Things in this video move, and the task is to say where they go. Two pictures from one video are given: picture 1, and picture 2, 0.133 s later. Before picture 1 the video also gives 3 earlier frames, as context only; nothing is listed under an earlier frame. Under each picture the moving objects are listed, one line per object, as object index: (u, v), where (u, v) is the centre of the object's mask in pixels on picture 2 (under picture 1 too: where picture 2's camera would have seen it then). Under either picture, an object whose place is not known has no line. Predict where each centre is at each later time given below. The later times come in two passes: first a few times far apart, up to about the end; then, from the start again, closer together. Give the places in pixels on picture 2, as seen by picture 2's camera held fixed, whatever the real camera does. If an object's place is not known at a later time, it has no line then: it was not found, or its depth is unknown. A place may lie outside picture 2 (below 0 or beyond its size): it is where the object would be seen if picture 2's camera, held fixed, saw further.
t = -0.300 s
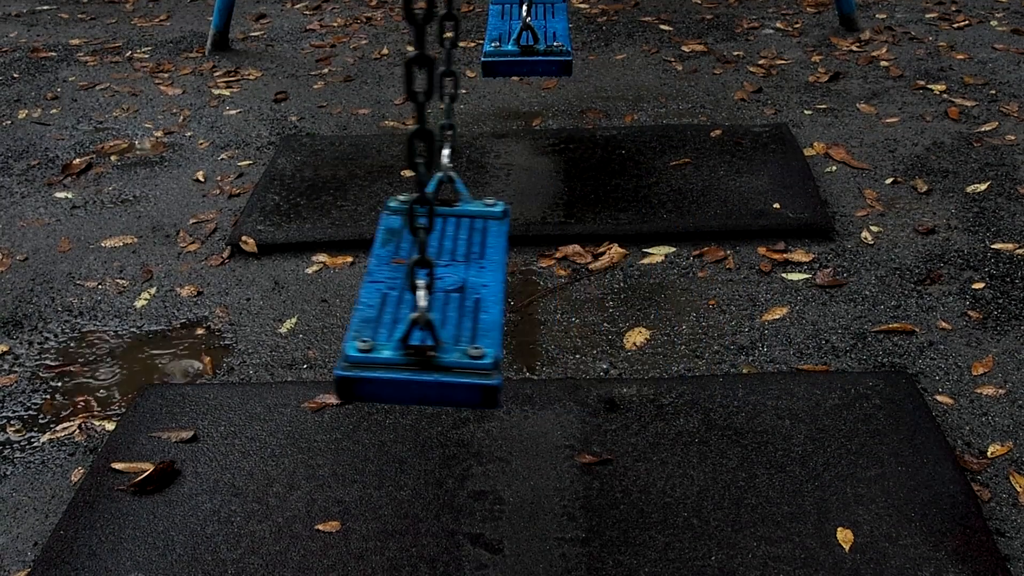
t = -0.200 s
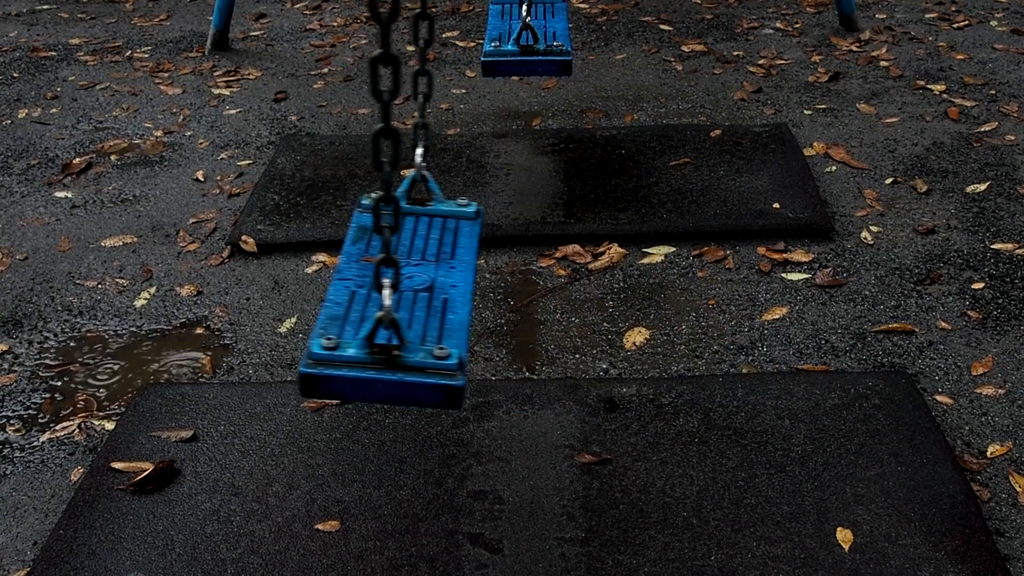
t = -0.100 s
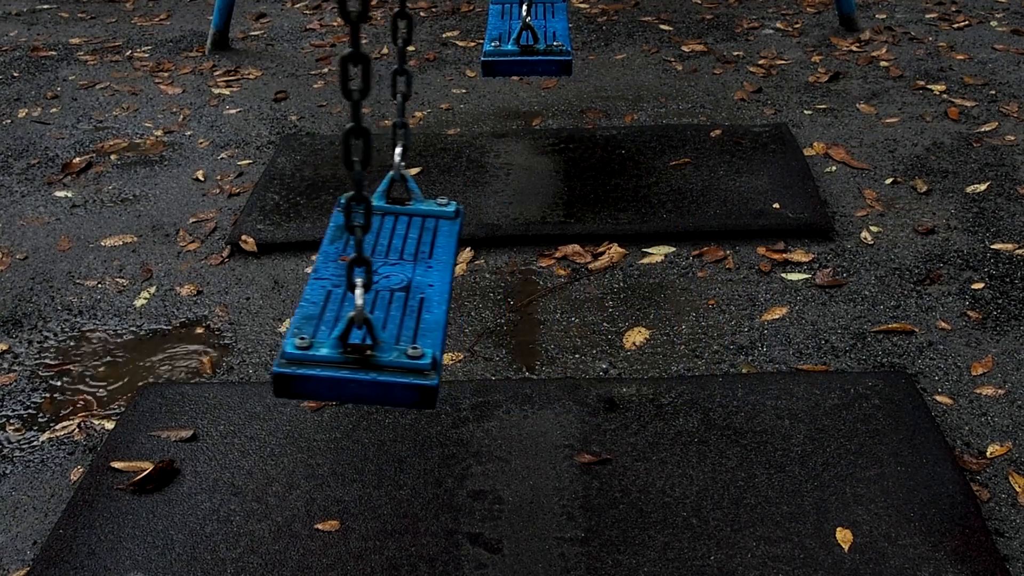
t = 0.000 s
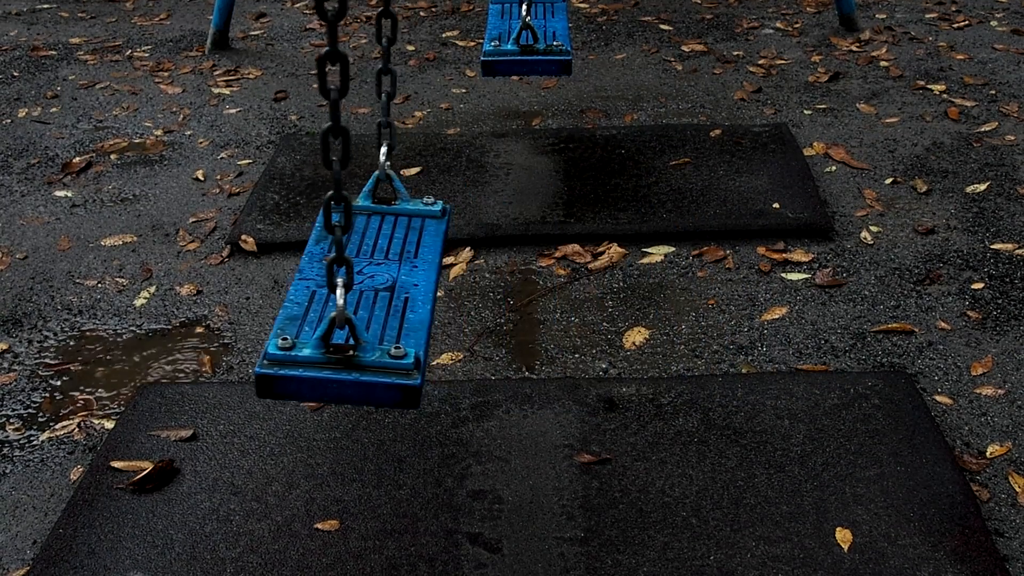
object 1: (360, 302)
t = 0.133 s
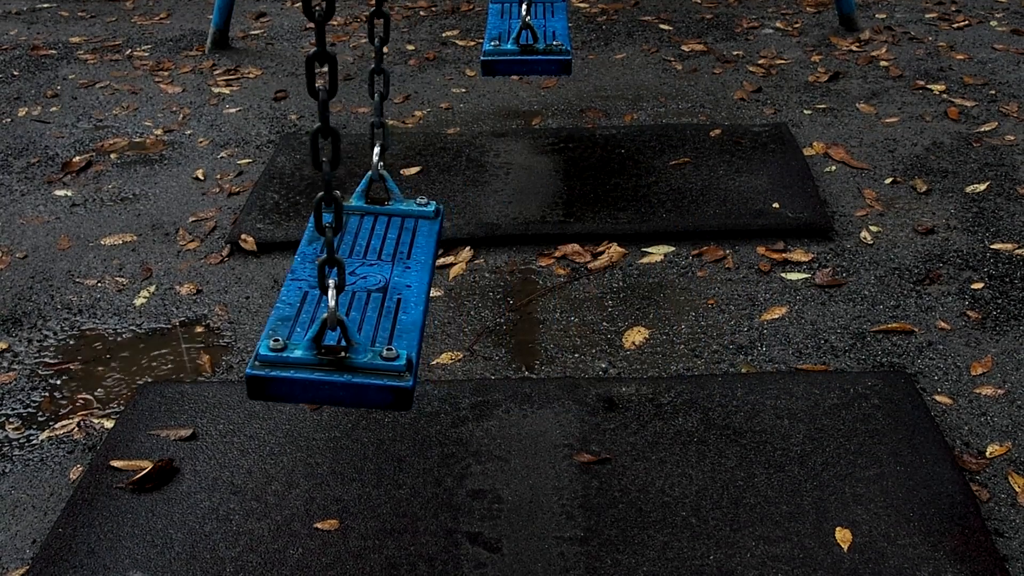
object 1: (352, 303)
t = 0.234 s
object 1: (356, 306)
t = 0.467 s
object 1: (399, 311)
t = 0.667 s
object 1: (471, 316)
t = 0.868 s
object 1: (556, 316)
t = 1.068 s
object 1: (629, 311)
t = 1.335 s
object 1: (687, 303)
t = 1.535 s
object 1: (692, 296)
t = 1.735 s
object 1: (658, 297)
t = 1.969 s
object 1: (578, 303)
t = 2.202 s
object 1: (486, 306)
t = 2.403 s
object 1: (417, 304)
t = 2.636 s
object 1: (361, 305)
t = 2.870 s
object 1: (352, 309)
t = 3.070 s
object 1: (391, 314)
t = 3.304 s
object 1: (469, 316)
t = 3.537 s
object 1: (559, 313)
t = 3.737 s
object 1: (631, 306)
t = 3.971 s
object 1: (686, 297)
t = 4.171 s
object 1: (689, 294)
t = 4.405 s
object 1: (645, 298)
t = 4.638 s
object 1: (570, 302)
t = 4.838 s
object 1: (491, 306)
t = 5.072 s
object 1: (405, 308)
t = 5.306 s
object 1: (357, 310)
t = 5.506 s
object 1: (357, 312)
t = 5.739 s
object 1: (399, 315)
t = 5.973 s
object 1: (476, 315)
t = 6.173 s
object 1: (557, 310)
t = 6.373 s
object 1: (631, 306)
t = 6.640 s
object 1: (682, 294)
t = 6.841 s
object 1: (682, 293)
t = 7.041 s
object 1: (649, 298)
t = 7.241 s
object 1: (584, 304)
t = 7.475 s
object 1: (491, 311)
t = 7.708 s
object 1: (410, 312)
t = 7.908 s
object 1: (367, 313)
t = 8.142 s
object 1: (355, 313)
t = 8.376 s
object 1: (396, 313)
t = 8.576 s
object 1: (463, 312)
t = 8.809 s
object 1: (553, 308)
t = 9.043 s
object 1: (631, 301)
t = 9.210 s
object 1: (670, 294)
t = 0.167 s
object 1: (353, 304)
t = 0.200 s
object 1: (354, 305)
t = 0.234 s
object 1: (356, 306)
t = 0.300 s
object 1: (363, 307)
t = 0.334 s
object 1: (368, 308)
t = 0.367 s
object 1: (374, 309)
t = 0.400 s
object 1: (382, 310)
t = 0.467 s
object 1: (399, 311)
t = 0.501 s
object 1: (409, 312)
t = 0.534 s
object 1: (420, 313)
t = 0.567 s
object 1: (431, 314)
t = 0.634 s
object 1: (458, 315)
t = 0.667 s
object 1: (471, 316)
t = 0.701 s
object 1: (485, 316)
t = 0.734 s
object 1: (499, 318)
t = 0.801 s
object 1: (528, 317)
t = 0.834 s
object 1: (542, 316)
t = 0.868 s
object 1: (556, 316)
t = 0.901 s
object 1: (569, 314)
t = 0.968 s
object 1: (595, 313)
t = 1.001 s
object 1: (607, 312)
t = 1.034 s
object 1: (618, 311)
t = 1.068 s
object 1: (629, 311)
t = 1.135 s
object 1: (648, 309)
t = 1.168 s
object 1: (656, 308)
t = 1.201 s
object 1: (664, 305)
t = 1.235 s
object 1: (671, 304)
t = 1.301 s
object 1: (682, 301)
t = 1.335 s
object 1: (687, 303)
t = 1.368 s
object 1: (690, 300)
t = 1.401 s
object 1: (692, 299)
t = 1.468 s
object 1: (694, 297)
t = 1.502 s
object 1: (694, 297)
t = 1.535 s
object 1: (692, 296)
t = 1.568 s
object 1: (690, 296)
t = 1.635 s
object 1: (681, 296)
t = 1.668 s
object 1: (675, 299)
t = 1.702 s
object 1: (667, 296)
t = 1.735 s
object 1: (658, 297)
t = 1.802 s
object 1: (639, 302)
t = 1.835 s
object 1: (628, 302)
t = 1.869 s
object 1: (616, 303)
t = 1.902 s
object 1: (604, 303)
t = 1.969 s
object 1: (578, 303)
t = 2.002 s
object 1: (565, 302)
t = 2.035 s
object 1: (551, 302)
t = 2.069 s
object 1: (538, 302)
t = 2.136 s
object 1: (512, 304)
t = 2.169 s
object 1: (498, 305)
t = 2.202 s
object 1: (486, 306)
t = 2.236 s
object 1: (473, 303)
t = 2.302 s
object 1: (450, 304)
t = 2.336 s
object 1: (439, 304)
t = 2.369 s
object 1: (428, 304)
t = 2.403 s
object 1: (417, 304)
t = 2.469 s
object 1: (398, 304)
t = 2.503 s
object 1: (389, 304)
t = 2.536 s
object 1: (381, 305)
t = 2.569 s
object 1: (373, 305)
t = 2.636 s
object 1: (361, 305)
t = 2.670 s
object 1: (356, 305)
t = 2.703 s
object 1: (353, 306)
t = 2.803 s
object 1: (349, 307)
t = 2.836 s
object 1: (350, 308)
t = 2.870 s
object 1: (352, 309)
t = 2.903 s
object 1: (356, 309)
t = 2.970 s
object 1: (367, 311)
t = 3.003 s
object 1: (374, 312)
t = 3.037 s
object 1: (382, 313)
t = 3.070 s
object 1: (391, 314)
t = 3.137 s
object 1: (411, 314)
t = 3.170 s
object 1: (422, 315)
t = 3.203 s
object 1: (433, 315)
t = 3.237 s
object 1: (445, 315)
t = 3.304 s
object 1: (469, 316)
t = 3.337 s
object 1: (482, 316)
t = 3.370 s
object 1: (495, 316)
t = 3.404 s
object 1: (507, 316)
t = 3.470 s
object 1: (533, 315)
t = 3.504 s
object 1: (546, 314)
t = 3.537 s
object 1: (559, 313)
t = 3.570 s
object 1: (572, 312)
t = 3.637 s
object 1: (597, 311)
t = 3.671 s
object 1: (609, 311)
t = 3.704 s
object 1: (621, 311)
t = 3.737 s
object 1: (631, 306)
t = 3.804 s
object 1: (652, 305)
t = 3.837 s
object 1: (661, 303)
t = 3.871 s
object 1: (668, 300)
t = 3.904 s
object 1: (675, 299)
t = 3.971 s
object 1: (686, 297)
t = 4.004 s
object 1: (690, 299)
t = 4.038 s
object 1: (691, 295)
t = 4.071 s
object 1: (692, 294)
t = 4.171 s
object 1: (689, 294)
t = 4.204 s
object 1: (685, 296)
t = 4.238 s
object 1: (680, 294)
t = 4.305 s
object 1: (668, 296)
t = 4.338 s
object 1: (661, 295)
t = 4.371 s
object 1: (653, 296)
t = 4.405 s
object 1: (645, 298)
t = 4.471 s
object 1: (626, 301)
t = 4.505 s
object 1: (615, 301)
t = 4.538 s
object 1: (605, 302)
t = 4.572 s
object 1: (593, 301)
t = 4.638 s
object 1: (570, 302)
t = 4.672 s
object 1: (557, 302)
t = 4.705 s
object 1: (544, 304)
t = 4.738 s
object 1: (531, 305)
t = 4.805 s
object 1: (505, 307)
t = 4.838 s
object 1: (491, 306)
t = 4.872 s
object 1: (478, 306)
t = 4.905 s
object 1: (465, 306)
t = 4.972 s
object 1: (440, 307)
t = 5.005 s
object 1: (427, 307)
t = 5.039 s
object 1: (416, 308)
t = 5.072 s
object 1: (405, 308)
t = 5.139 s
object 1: (386, 308)
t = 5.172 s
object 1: (378, 309)
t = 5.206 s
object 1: (371, 308)
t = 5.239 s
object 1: (365, 309)
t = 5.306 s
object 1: (357, 310)
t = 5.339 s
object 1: (354, 310)
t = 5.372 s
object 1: (353, 310)
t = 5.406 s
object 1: (353, 311)
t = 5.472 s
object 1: (355, 311)
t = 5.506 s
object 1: (357, 312)
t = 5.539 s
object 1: (360, 313)
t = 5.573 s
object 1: (365, 313)
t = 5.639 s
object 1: (376, 314)
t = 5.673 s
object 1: (383, 315)
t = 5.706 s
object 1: (390, 315)
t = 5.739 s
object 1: (399, 315)
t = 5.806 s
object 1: (417, 315)
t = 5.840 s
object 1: (428, 315)
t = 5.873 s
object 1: (439, 315)
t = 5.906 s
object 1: (451, 315)
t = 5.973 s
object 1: (476, 315)
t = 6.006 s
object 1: (489, 315)
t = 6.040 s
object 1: (503, 315)
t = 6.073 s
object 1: (516, 315)
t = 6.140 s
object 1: (544, 311)
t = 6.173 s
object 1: (557, 310)
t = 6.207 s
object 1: (571, 309)
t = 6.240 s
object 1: (584, 308)
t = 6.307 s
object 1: (609, 308)
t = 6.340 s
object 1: (620, 305)
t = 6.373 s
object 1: (631, 306)
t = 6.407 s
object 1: (640, 304)
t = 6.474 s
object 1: (657, 301)
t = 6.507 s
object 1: (664, 300)
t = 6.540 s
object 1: (670, 299)
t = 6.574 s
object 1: (674, 296)
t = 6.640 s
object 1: (682, 294)
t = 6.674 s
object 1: (684, 296)
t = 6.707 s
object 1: (685, 295)
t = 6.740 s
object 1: (686, 295)
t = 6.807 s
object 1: (684, 295)
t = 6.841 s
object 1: (682, 293)
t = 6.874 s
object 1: (679, 295)
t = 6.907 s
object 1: (675, 293)
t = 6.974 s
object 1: (664, 296)
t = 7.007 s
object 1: (657, 297)
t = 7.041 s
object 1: (649, 298)
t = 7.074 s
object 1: (640, 299)
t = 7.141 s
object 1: (620, 301)
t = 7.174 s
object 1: (609, 302)
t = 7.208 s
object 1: (597, 303)
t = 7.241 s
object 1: (584, 304)
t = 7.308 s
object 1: (558, 305)
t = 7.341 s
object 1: (545, 306)
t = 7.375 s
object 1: (531, 307)
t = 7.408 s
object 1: (518, 308)
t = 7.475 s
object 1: (491, 311)
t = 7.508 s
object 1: (478, 311)
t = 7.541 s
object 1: (466, 310)
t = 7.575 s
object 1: (454, 310)
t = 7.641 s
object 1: (431, 311)
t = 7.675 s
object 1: (420, 311)
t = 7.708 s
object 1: (410, 312)
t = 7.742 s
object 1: (401, 312)
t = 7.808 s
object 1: (386, 312)
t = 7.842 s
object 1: (379, 312)
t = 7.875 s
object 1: (373, 312)
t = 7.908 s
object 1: (367, 313)
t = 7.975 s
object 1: (359, 313)
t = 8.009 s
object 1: (356, 313)
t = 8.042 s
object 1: (355, 313)
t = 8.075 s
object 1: (354, 313)
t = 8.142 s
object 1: (355, 313)
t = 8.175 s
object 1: (358, 313)
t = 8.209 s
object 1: (361, 315)
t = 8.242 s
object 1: (366, 313)
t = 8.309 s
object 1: (379, 314)
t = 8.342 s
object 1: (387, 314)
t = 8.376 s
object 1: (396, 313)
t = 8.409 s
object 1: (406, 314)
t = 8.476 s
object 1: (427, 313)
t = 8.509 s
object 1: (439, 313)
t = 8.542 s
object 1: (452, 313)
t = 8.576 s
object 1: (463, 312)
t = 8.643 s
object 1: (490, 311)
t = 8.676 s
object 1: (503, 312)
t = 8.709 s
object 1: (515, 310)
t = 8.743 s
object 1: (529, 311)
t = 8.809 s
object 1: (553, 308)
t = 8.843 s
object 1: (565, 306)
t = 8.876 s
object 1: (577, 305)
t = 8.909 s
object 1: (589, 307)
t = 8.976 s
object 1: (611, 303)
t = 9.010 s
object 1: (621, 302)
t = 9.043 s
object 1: (631, 301)
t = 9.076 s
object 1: (640, 298)
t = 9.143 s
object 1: (656, 296)
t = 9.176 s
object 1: (663, 295)
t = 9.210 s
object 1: (670, 294)
